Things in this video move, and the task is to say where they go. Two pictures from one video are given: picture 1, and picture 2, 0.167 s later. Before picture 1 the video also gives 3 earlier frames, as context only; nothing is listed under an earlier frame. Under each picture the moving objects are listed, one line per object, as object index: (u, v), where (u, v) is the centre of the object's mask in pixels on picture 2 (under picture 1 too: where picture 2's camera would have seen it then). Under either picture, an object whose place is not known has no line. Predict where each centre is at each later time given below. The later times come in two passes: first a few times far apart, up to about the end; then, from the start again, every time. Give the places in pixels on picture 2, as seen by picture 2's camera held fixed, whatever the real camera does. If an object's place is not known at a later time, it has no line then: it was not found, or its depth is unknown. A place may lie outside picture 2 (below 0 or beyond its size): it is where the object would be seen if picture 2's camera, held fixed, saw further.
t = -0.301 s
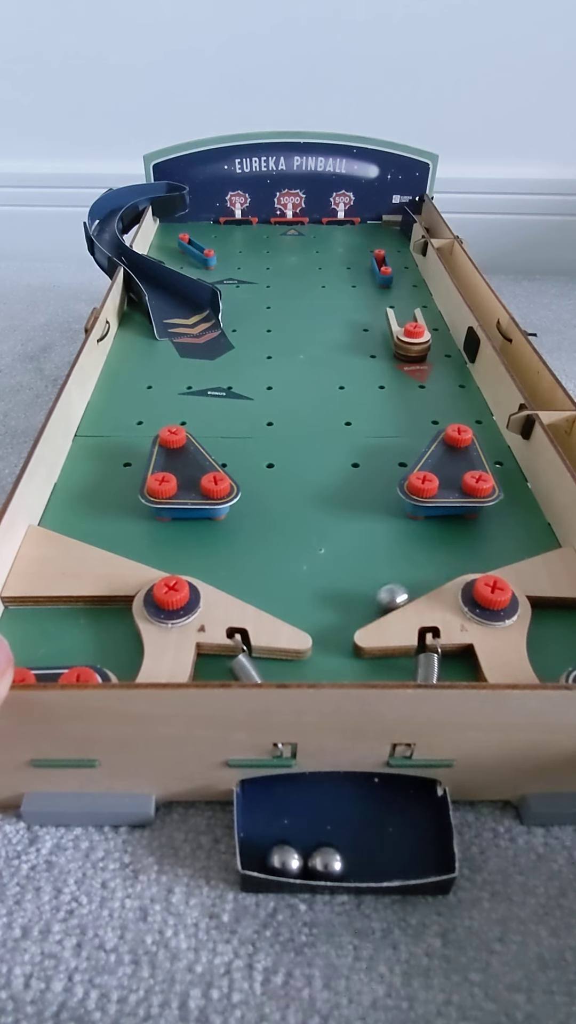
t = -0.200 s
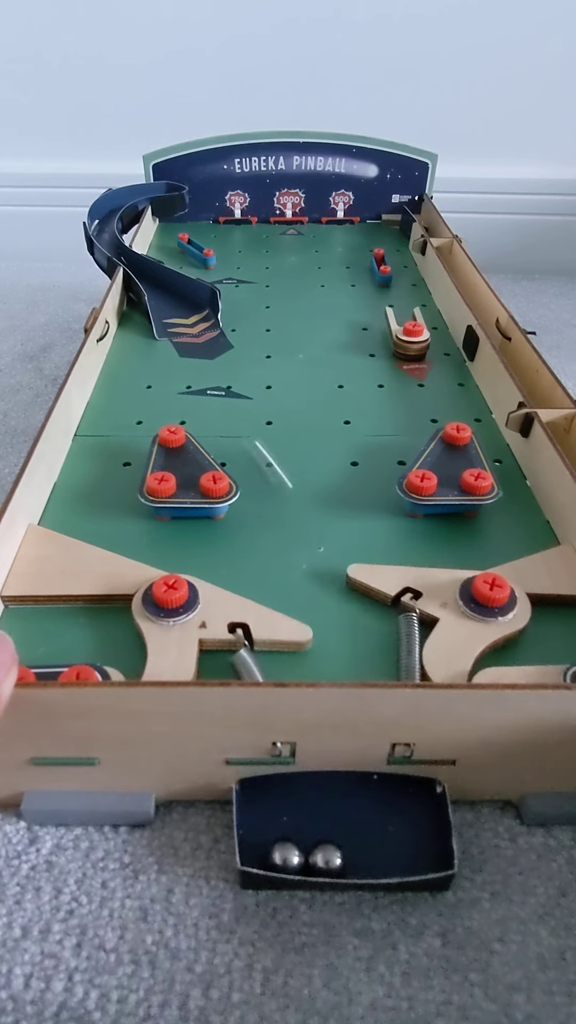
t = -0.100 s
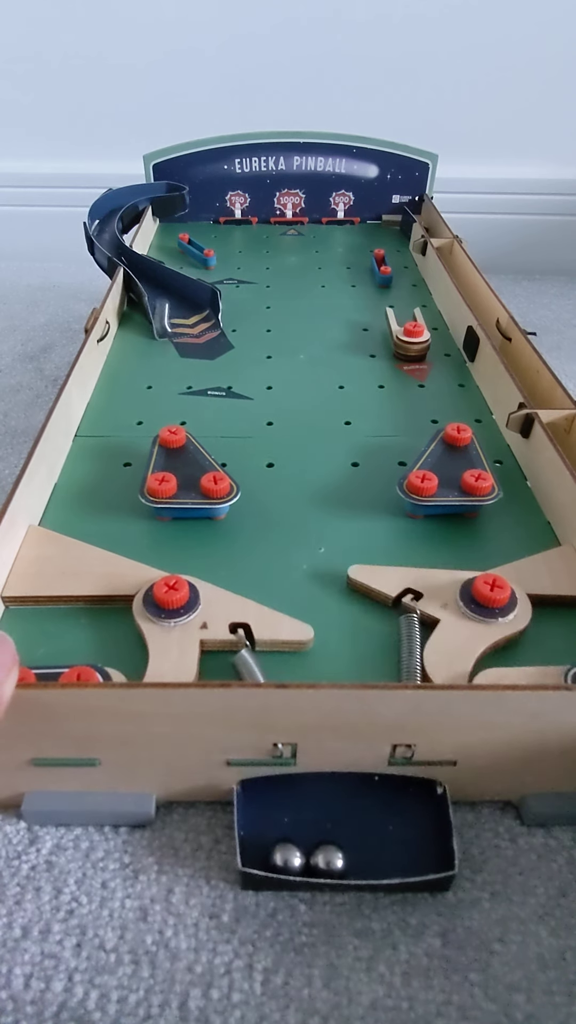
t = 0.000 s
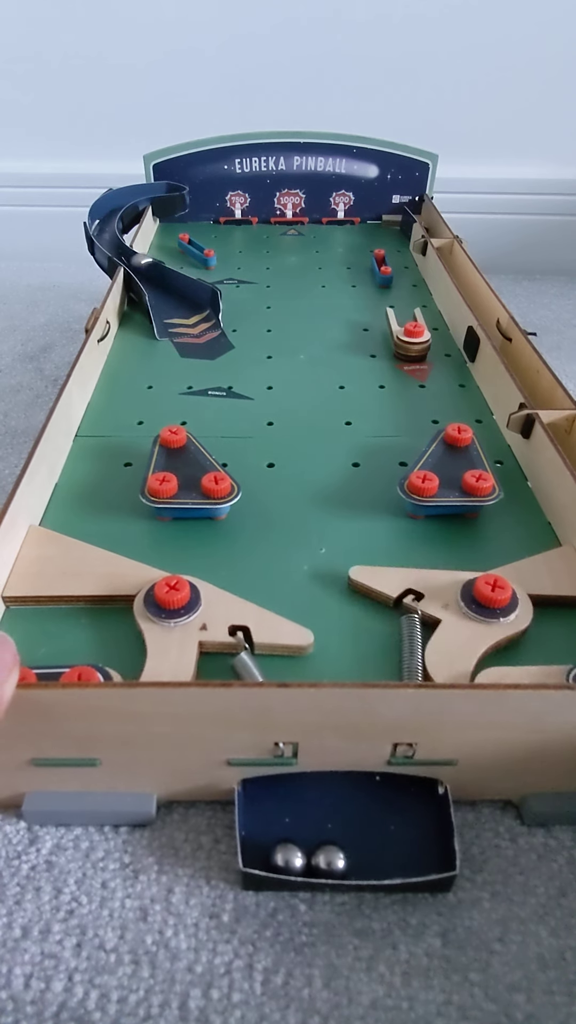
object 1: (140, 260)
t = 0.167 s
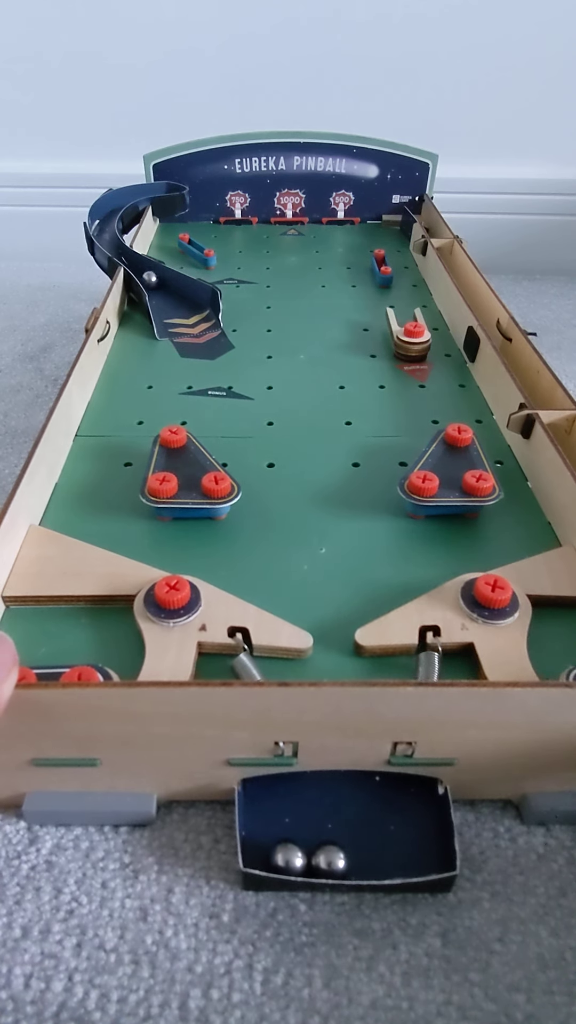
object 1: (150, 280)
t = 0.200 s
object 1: (147, 281)
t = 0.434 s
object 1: (160, 300)
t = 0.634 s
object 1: (189, 361)
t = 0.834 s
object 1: (240, 482)
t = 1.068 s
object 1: (423, 569)
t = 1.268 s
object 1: (466, 560)
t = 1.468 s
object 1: (472, 562)
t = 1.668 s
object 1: (455, 567)
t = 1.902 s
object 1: (417, 585)
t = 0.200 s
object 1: (147, 281)
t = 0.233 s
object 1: (144, 282)
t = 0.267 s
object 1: (144, 283)
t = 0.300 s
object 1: (146, 285)
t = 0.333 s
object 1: (149, 287)
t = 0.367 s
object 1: (152, 291)
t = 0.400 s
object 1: (156, 294)
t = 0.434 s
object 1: (160, 300)
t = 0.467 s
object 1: (165, 308)
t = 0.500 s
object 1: (169, 317)
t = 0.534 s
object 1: (173, 327)
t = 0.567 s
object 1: (178, 338)
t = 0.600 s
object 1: (184, 349)
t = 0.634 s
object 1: (189, 361)
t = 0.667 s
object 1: (195, 378)
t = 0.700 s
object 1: (202, 394)
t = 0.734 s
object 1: (209, 413)
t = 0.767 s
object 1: (216, 434)
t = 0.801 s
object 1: (224, 456)
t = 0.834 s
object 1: (240, 482)
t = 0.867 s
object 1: (263, 499)
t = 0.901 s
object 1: (295, 516)
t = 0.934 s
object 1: (329, 535)
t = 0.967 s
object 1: (366, 557)
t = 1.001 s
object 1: (407, 581)
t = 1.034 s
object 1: (417, 576)
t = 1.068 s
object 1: (423, 569)
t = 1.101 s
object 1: (432, 565)
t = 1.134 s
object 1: (443, 564)
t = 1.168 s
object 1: (453, 563)
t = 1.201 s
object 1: (463, 563)
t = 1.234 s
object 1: (465, 562)
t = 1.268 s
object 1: (466, 560)
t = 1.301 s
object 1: (467, 559)
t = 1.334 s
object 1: (469, 560)
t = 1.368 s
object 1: (471, 561)
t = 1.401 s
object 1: (472, 562)
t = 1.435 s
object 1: (472, 562)
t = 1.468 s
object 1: (472, 562)
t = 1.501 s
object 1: (470, 562)
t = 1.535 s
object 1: (468, 563)
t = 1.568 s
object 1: (465, 564)
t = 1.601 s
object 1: (462, 565)
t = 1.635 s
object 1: (459, 566)
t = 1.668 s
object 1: (455, 567)
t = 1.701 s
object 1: (452, 567)
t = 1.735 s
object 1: (447, 569)
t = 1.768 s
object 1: (443, 571)
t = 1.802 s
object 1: (438, 573)
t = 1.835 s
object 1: (432, 576)
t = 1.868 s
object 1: (425, 580)
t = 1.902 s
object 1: (417, 585)
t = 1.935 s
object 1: (409, 588)
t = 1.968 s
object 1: (400, 593)
